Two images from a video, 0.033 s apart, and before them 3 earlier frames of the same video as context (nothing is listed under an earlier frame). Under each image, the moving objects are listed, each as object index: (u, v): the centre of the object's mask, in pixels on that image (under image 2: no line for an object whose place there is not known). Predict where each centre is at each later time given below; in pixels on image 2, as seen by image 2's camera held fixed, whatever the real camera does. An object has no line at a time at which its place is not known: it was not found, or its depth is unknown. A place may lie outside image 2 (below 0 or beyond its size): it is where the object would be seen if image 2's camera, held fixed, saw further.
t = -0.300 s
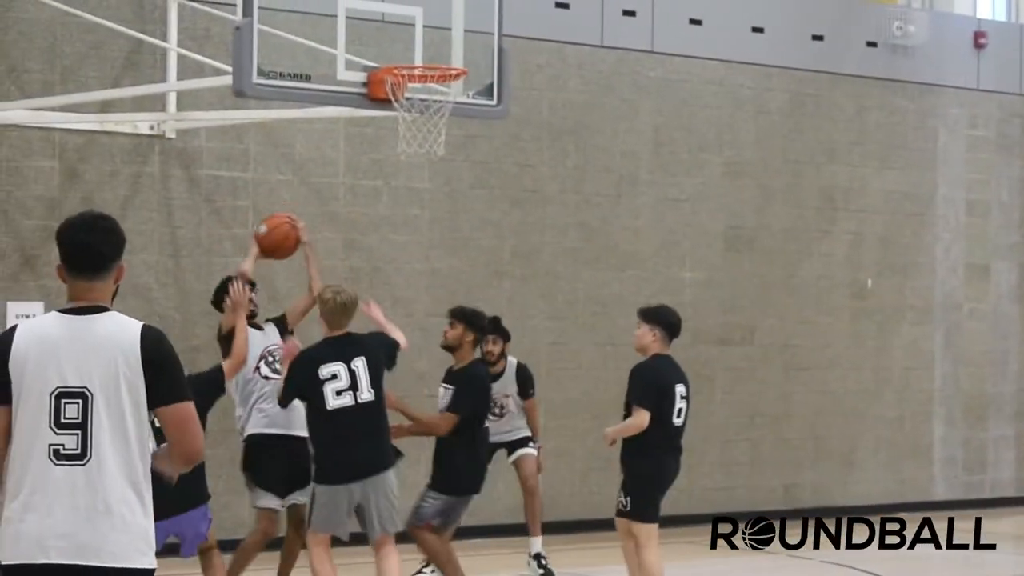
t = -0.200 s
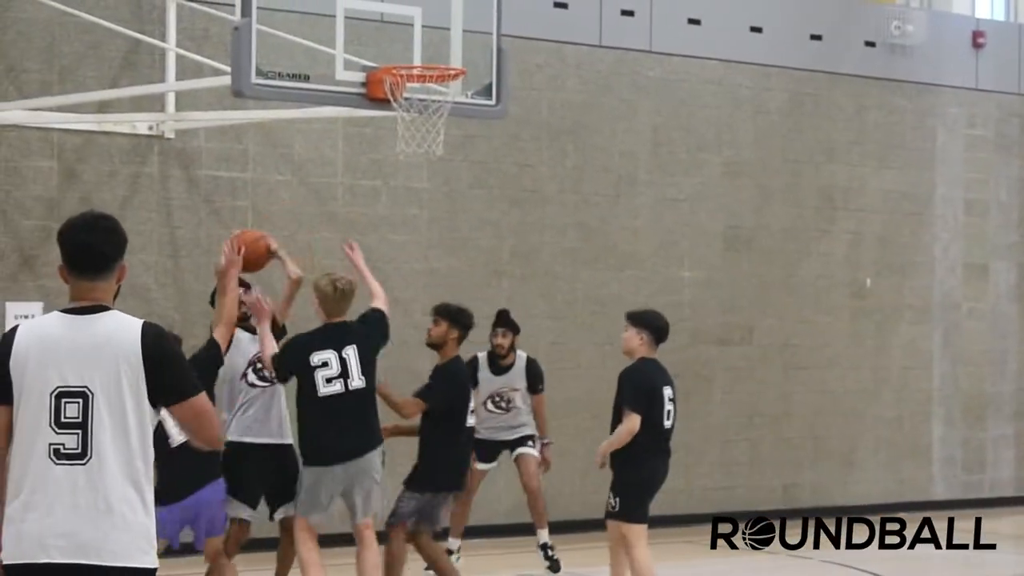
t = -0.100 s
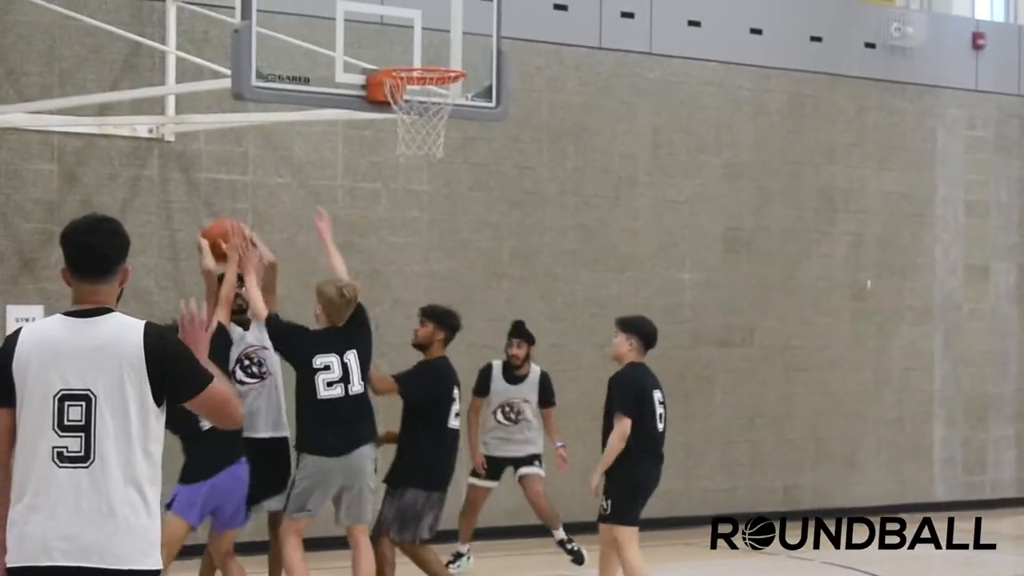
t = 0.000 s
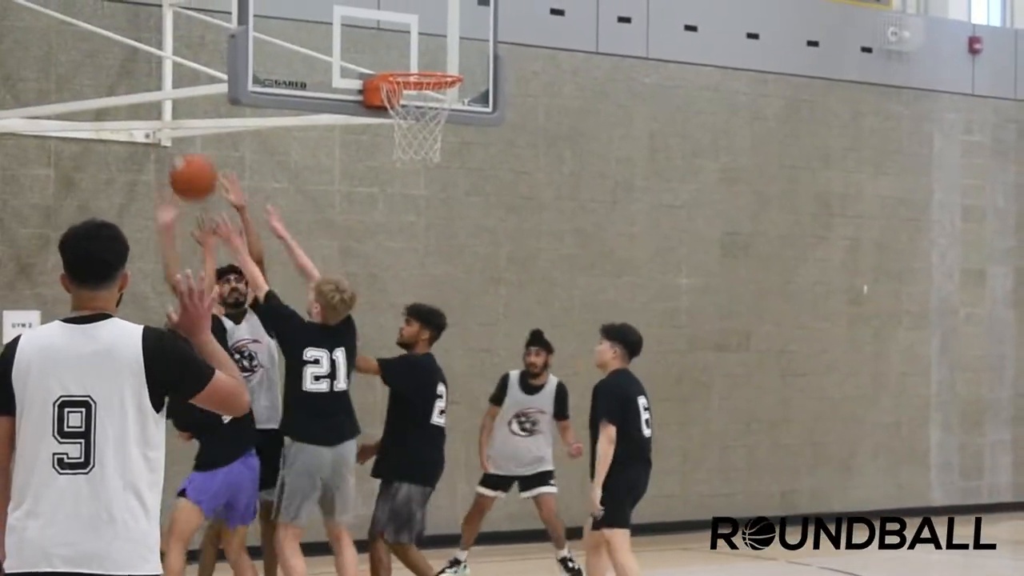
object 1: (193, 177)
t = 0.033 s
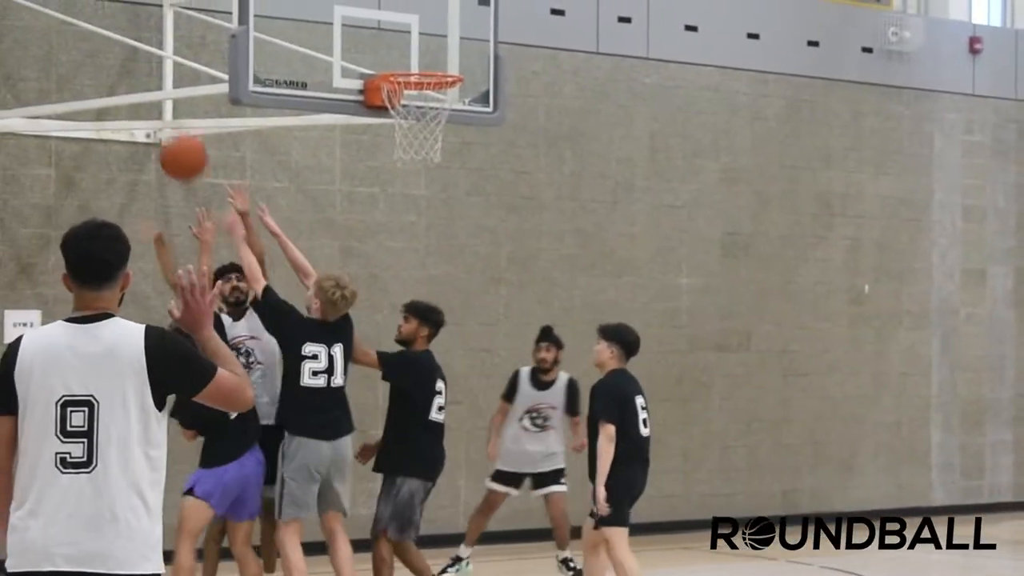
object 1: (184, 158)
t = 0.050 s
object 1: (177, 148)
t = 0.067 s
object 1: (172, 139)
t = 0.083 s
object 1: (166, 129)
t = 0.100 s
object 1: (161, 119)
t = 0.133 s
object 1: (151, 104)
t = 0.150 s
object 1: (143, 98)
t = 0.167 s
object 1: (138, 93)
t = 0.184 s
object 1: (132, 87)
